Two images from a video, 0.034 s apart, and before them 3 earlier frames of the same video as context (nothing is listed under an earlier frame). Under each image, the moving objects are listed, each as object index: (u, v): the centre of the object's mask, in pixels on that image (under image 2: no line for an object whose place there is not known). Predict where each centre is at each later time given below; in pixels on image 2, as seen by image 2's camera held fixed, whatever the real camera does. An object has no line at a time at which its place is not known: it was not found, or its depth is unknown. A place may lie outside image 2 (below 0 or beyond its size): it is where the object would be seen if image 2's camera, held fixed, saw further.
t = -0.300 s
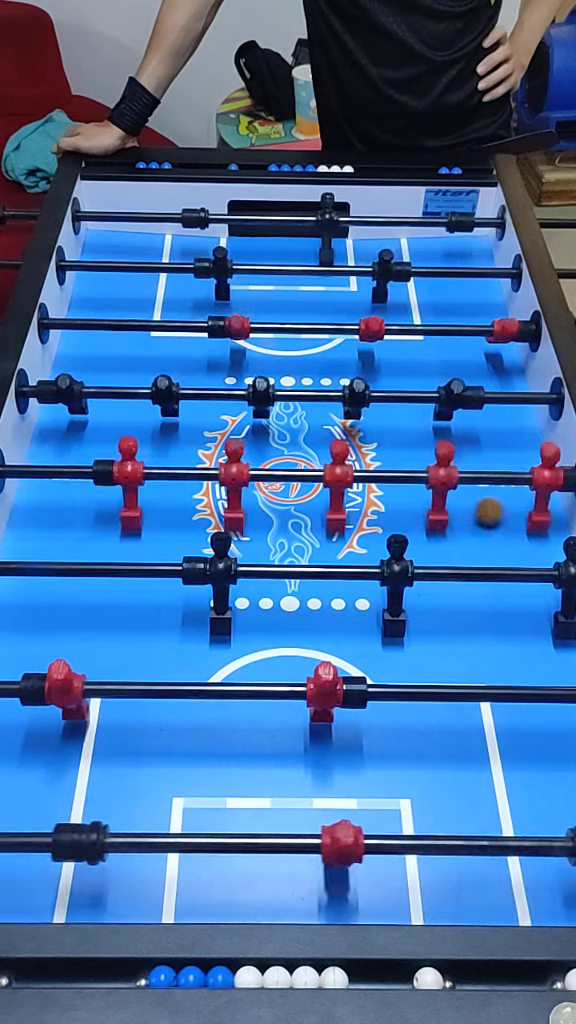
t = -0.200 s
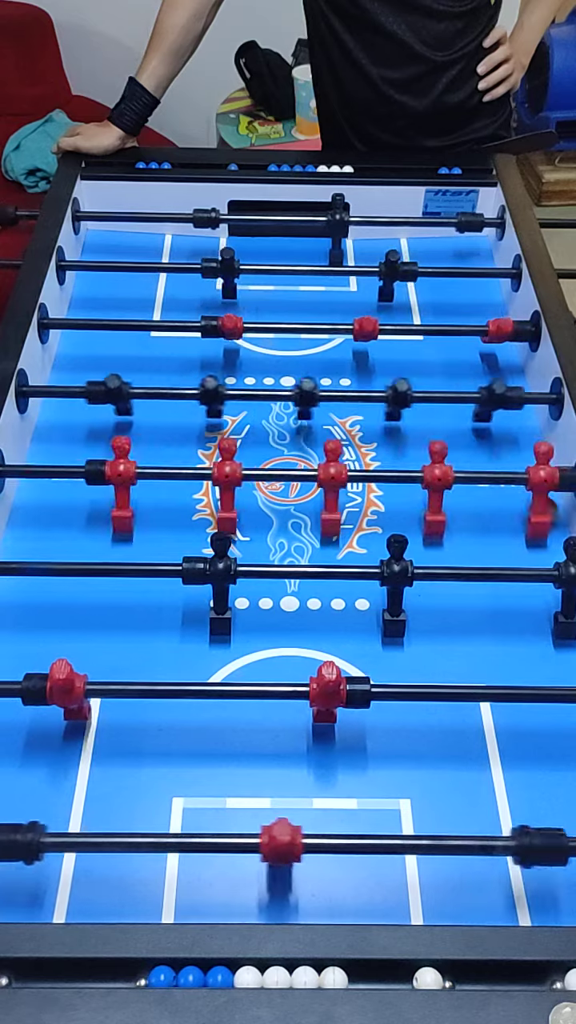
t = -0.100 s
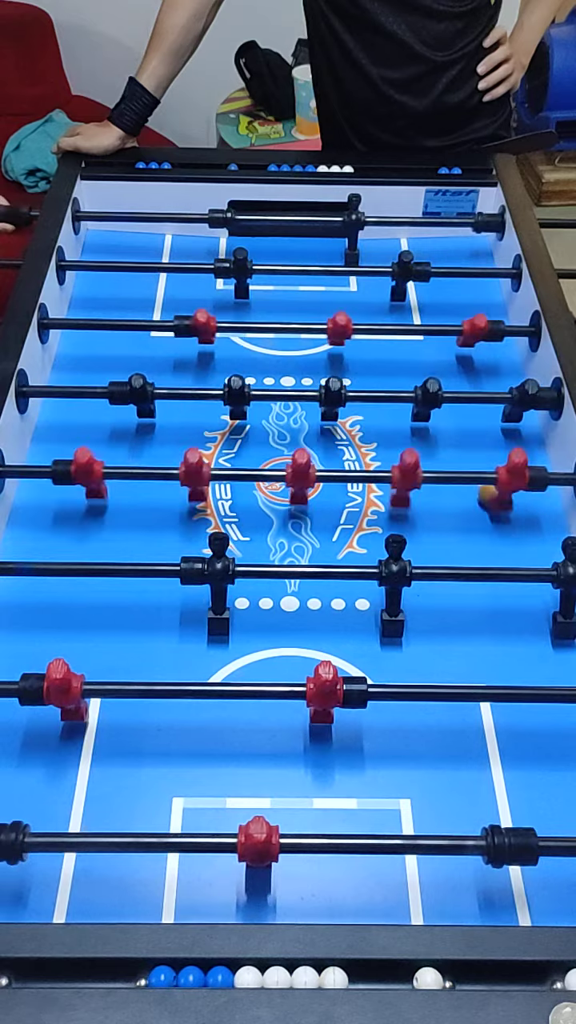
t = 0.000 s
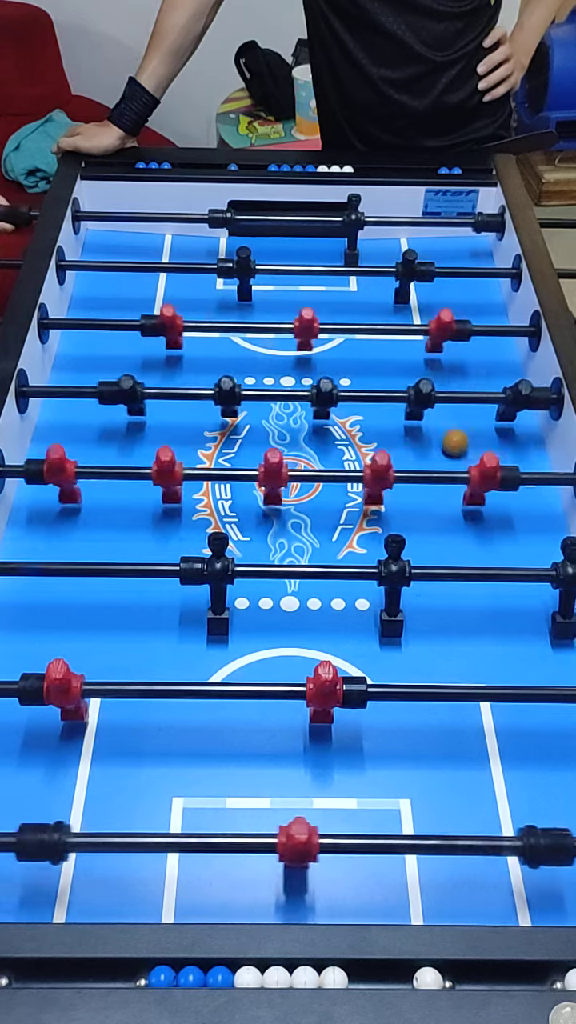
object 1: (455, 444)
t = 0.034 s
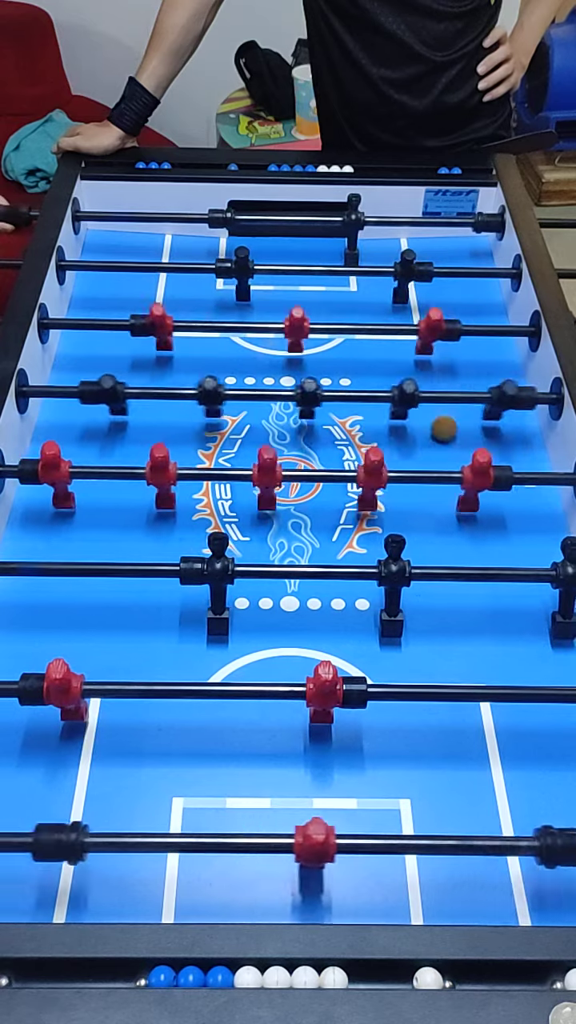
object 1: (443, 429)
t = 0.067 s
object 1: (434, 417)
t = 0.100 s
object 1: (424, 410)
